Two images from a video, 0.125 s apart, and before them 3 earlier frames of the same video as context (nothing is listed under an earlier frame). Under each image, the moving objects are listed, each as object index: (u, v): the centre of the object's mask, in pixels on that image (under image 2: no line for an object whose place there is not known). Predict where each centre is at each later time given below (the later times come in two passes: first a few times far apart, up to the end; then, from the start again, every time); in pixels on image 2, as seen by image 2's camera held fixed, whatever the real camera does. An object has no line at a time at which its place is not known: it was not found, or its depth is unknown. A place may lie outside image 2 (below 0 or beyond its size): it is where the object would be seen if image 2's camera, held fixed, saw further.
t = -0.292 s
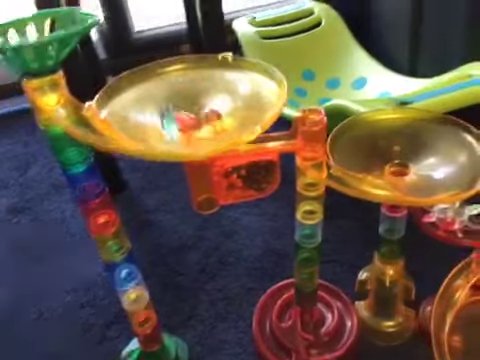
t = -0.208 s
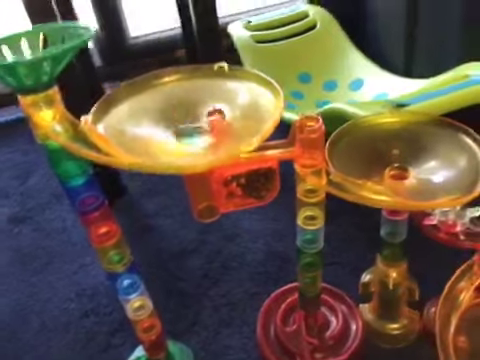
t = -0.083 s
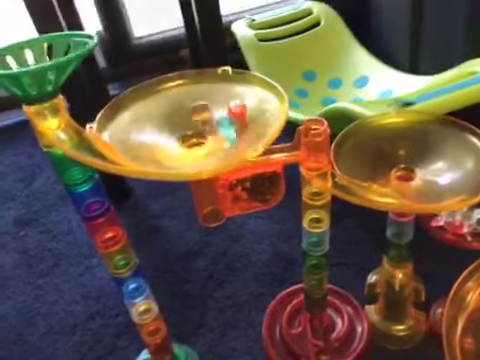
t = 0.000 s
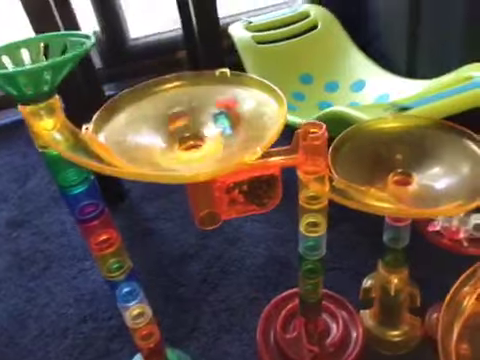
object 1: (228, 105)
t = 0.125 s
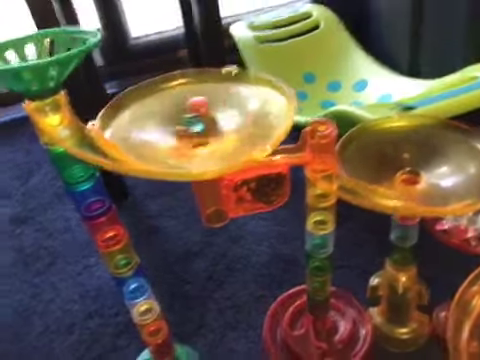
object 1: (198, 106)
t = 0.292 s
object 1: (183, 129)
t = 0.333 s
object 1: (194, 132)
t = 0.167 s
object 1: (187, 111)
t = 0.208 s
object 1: (178, 118)
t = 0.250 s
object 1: (176, 123)
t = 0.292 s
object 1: (183, 129)
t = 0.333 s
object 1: (194, 132)
